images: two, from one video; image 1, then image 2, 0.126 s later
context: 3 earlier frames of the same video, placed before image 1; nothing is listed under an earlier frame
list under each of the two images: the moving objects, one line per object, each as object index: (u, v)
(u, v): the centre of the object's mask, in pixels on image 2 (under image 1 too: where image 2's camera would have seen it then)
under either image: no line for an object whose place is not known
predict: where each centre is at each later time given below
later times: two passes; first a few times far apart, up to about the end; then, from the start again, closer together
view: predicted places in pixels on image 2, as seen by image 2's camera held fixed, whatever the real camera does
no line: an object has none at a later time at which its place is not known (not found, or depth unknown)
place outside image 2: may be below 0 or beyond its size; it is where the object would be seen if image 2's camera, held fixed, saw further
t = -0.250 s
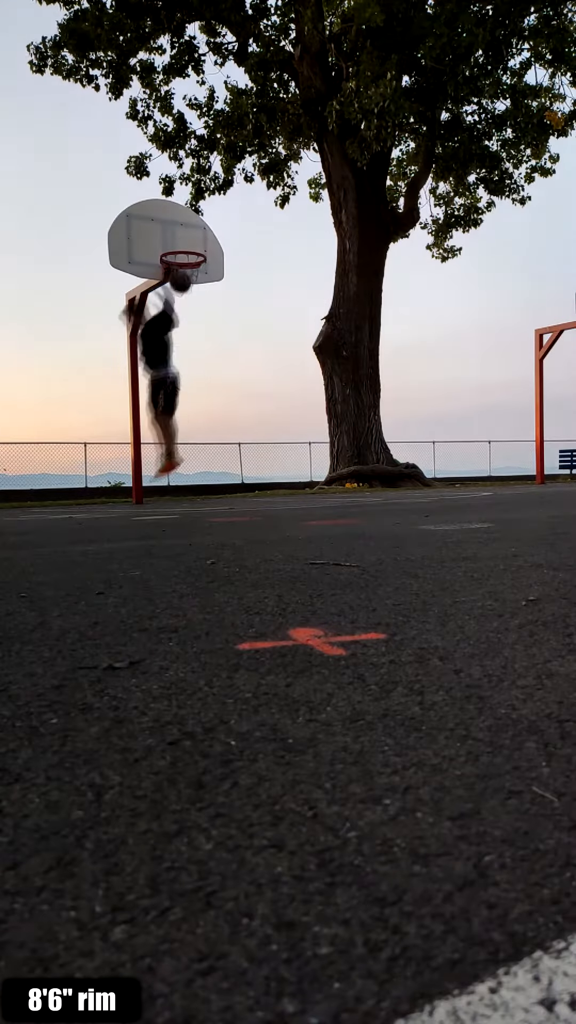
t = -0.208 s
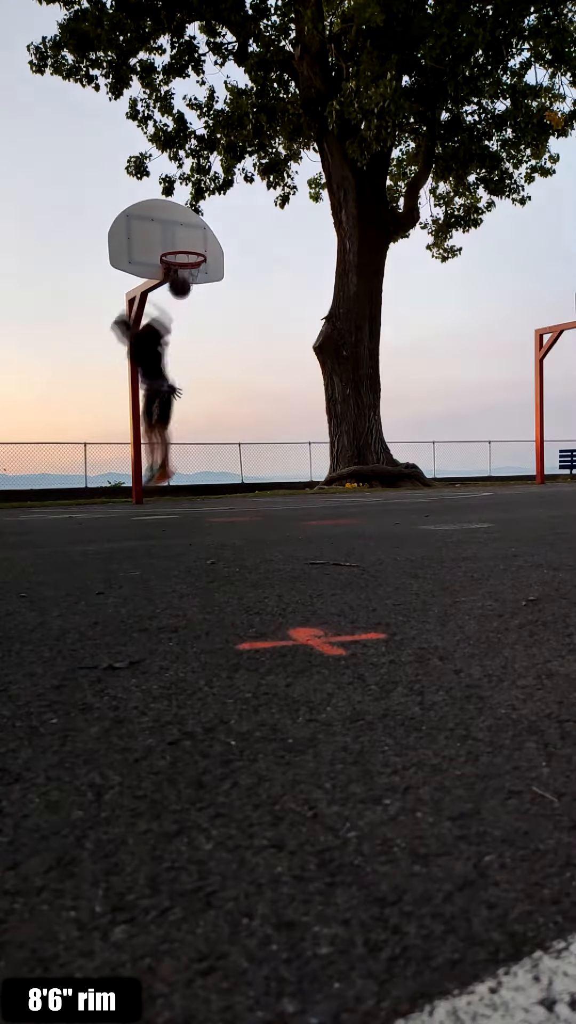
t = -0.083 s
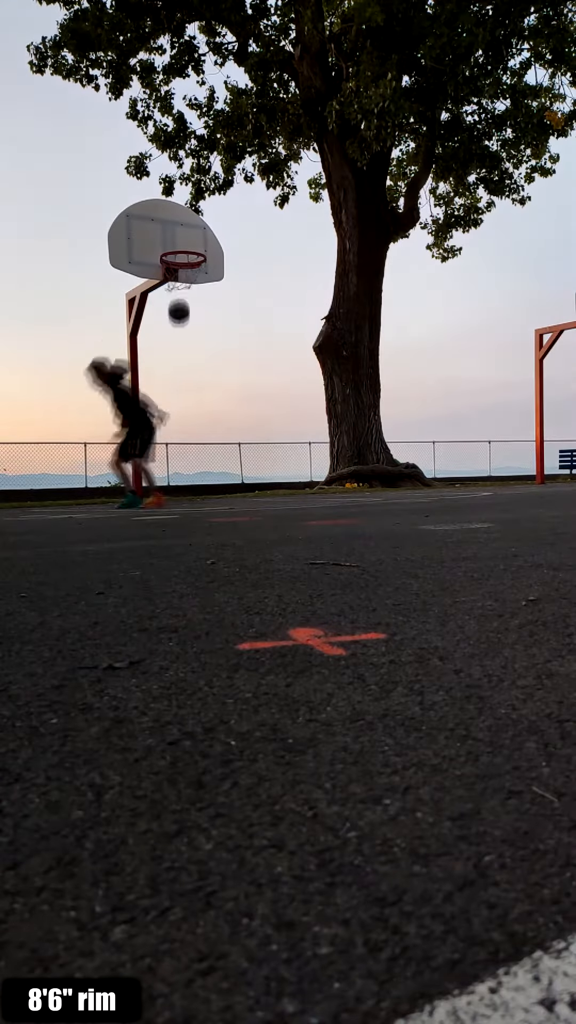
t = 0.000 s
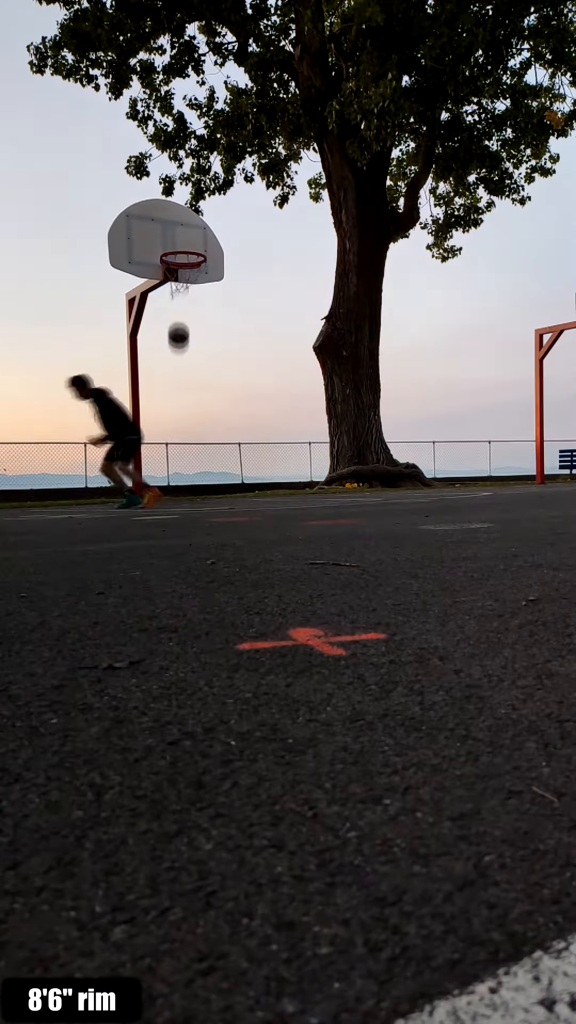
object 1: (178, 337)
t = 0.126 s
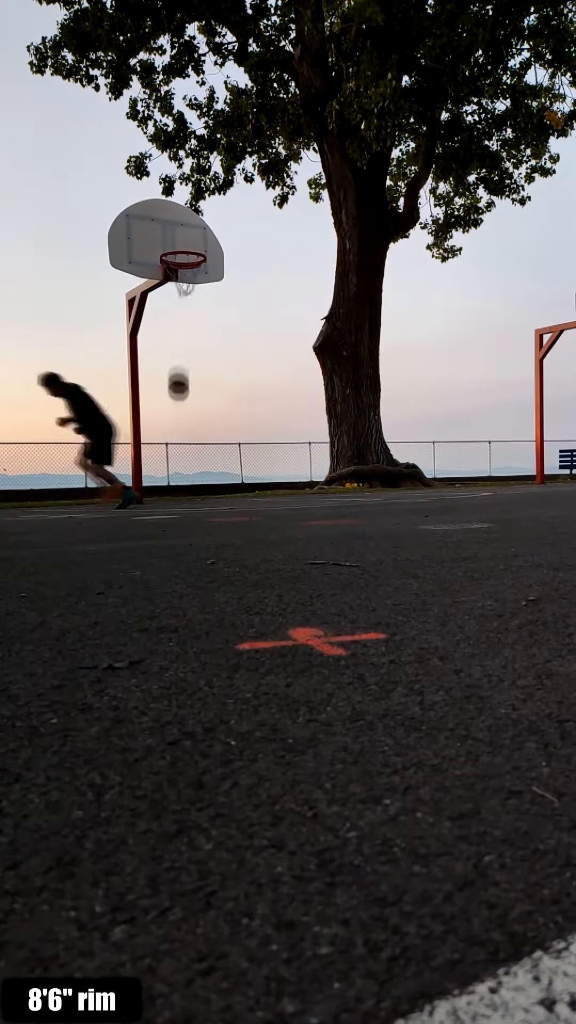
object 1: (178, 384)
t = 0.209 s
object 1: (178, 424)
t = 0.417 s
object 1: (177, 462)
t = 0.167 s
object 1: (178, 405)
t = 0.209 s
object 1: (178, 424)
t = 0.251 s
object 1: (178, 446)
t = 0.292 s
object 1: (178, 468)
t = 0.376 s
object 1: (178, 476)
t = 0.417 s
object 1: (177, 462)
